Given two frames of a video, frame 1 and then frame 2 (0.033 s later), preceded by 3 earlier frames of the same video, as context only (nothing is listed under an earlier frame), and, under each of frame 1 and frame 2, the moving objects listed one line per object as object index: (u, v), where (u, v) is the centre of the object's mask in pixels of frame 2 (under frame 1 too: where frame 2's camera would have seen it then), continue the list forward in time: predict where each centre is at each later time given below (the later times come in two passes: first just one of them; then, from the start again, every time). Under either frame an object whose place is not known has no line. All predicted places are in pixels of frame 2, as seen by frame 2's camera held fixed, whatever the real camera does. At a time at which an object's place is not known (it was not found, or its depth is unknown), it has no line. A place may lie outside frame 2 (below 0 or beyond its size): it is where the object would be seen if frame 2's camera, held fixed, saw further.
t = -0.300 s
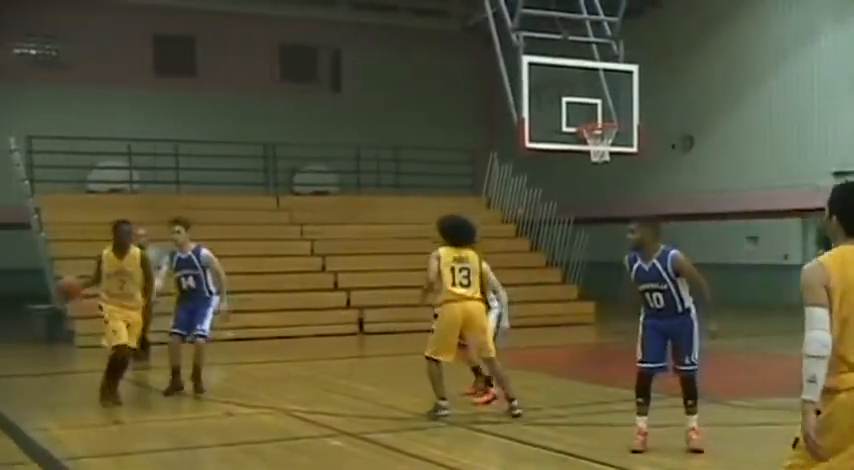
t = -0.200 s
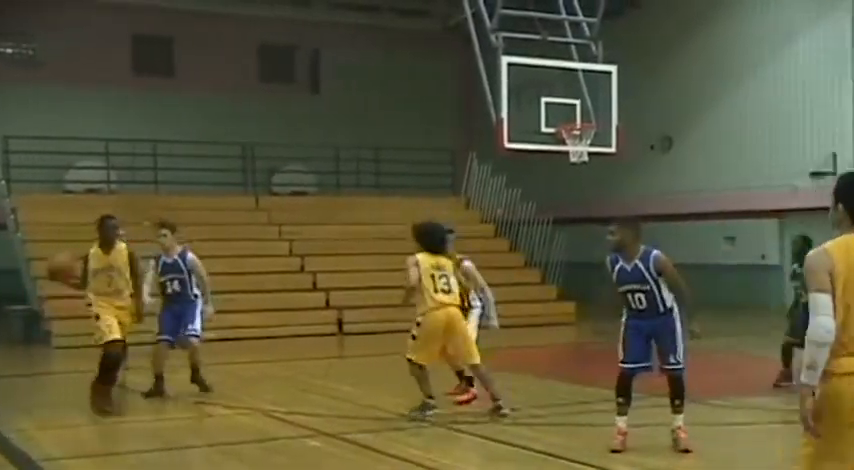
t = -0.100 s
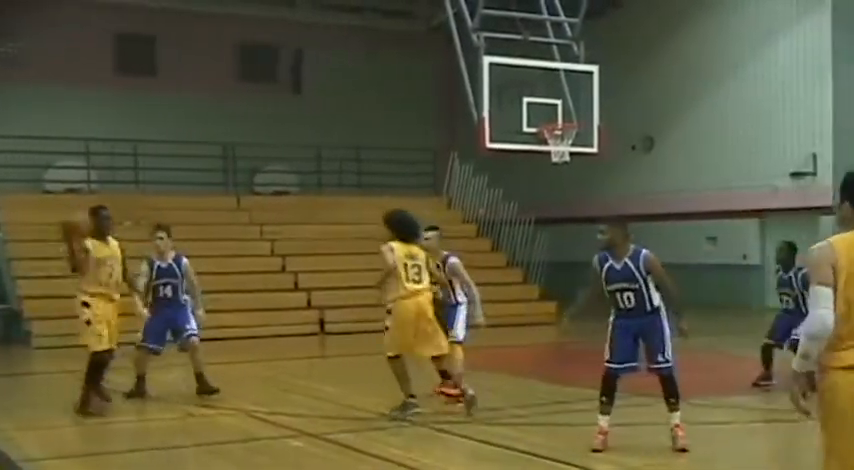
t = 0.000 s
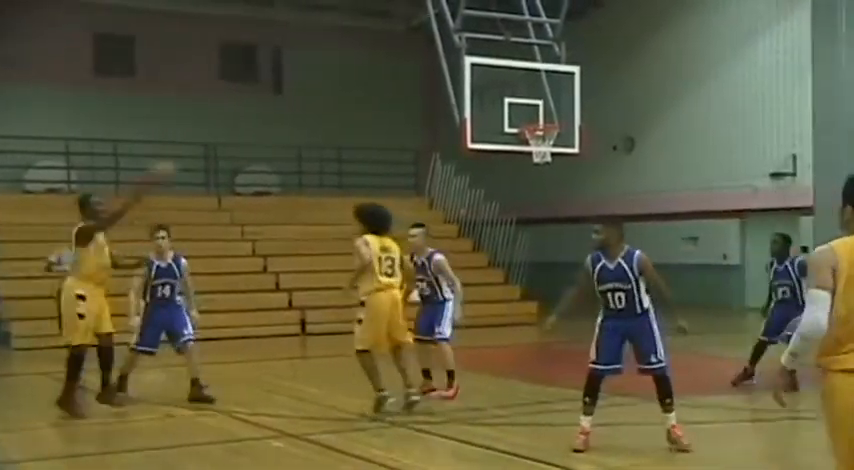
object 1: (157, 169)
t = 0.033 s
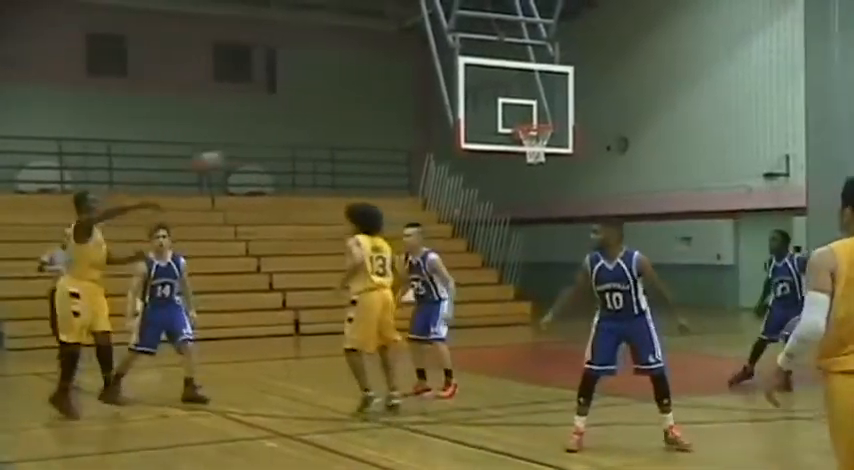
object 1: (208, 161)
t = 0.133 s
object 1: (372, 136)
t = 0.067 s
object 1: (265, 150)
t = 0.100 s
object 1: (320, 143)
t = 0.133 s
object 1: (372, 136)
